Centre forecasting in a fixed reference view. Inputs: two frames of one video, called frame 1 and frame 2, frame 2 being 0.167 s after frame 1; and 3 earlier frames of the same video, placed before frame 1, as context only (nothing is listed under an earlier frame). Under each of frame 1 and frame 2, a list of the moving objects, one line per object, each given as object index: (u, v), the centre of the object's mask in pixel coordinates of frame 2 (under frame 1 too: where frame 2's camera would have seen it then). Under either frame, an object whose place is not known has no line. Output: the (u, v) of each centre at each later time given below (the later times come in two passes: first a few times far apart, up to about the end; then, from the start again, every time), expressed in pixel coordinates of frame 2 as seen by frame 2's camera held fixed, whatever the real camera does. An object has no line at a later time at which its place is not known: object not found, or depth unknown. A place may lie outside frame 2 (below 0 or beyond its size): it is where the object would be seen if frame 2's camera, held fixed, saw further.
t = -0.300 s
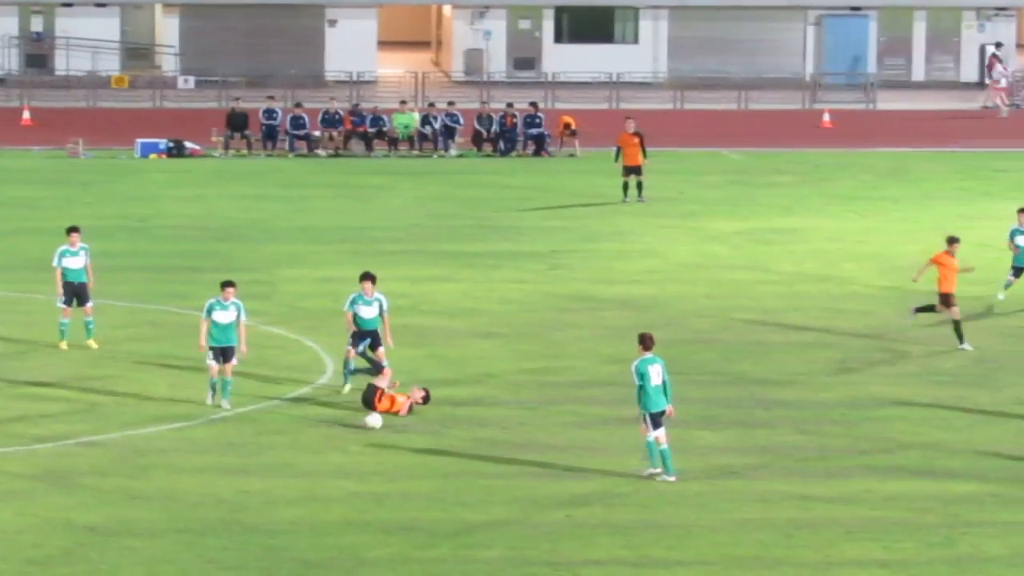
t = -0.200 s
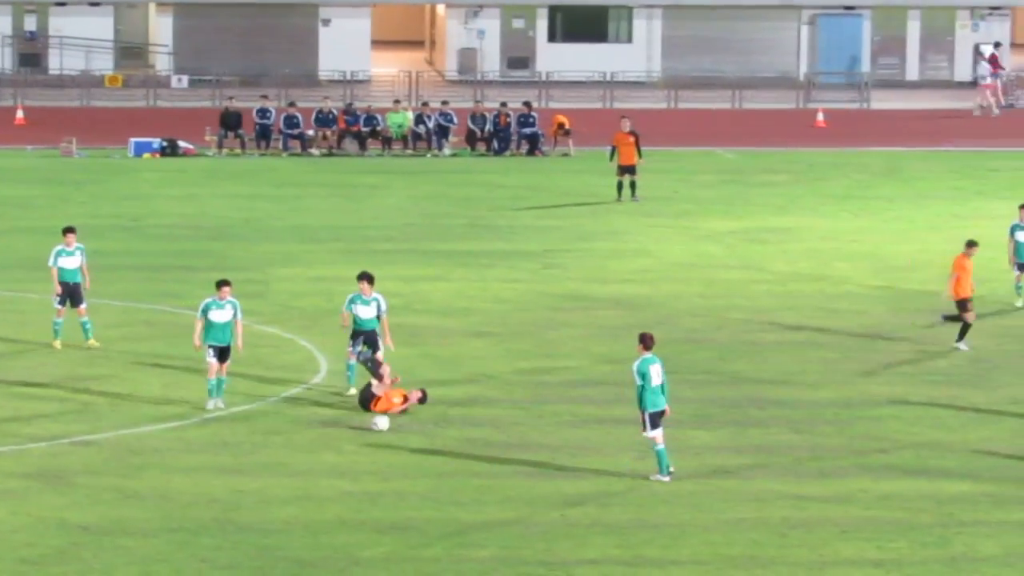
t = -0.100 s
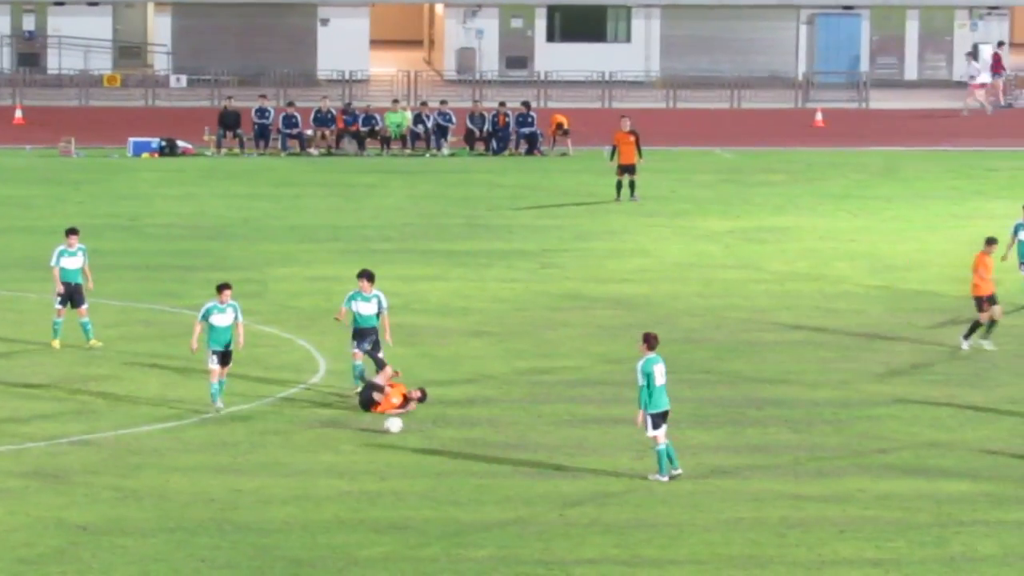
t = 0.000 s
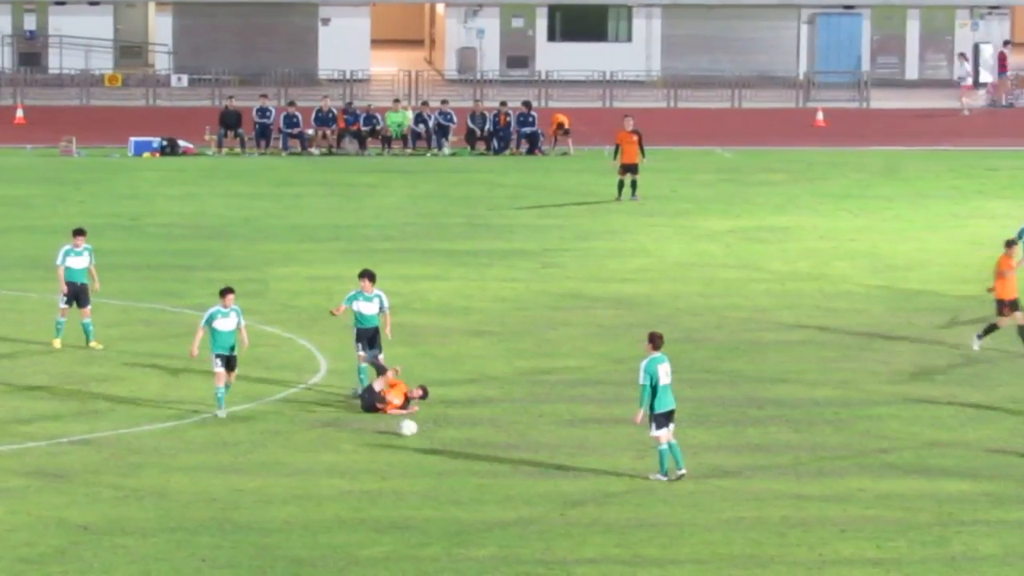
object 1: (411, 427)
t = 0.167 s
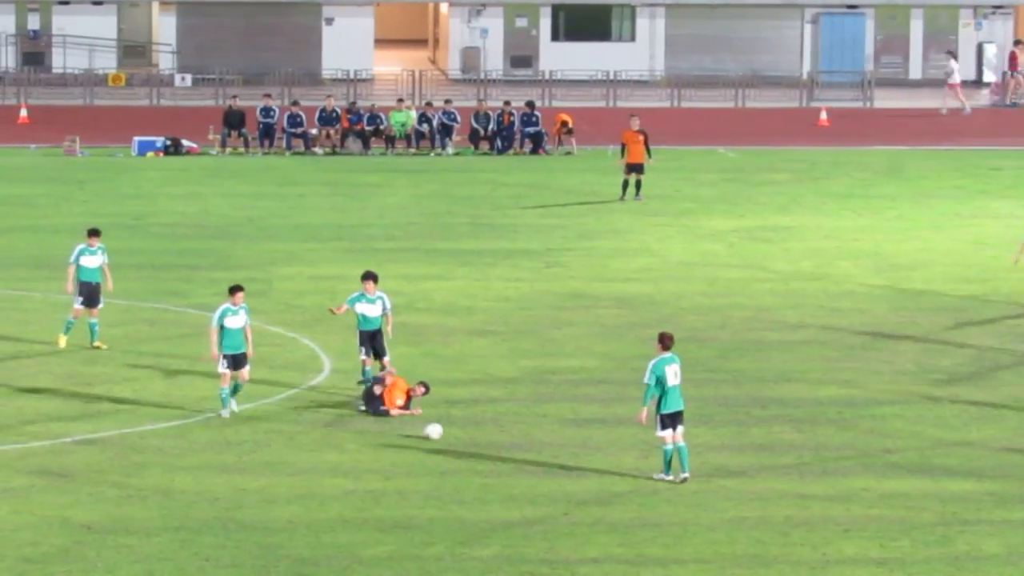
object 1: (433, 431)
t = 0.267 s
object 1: (446, 433)
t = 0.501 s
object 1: (476, 438)
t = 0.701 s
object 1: (499, 443)
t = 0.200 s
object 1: (437, 431)
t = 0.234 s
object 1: (442, 433)
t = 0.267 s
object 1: (446, 433)
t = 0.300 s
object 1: (450, 434)
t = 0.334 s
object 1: (454, 435)
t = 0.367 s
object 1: (459, 436)
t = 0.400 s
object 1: (463, 436)
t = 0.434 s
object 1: (467, 437)
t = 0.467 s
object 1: (472, 438)
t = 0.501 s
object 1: (476, 438)
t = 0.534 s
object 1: (480, 438)
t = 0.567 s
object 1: (484, 440)
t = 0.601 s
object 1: (487, 440)
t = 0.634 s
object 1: (490, 441)
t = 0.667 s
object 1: (495, 442)
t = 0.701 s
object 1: (499, 443)
